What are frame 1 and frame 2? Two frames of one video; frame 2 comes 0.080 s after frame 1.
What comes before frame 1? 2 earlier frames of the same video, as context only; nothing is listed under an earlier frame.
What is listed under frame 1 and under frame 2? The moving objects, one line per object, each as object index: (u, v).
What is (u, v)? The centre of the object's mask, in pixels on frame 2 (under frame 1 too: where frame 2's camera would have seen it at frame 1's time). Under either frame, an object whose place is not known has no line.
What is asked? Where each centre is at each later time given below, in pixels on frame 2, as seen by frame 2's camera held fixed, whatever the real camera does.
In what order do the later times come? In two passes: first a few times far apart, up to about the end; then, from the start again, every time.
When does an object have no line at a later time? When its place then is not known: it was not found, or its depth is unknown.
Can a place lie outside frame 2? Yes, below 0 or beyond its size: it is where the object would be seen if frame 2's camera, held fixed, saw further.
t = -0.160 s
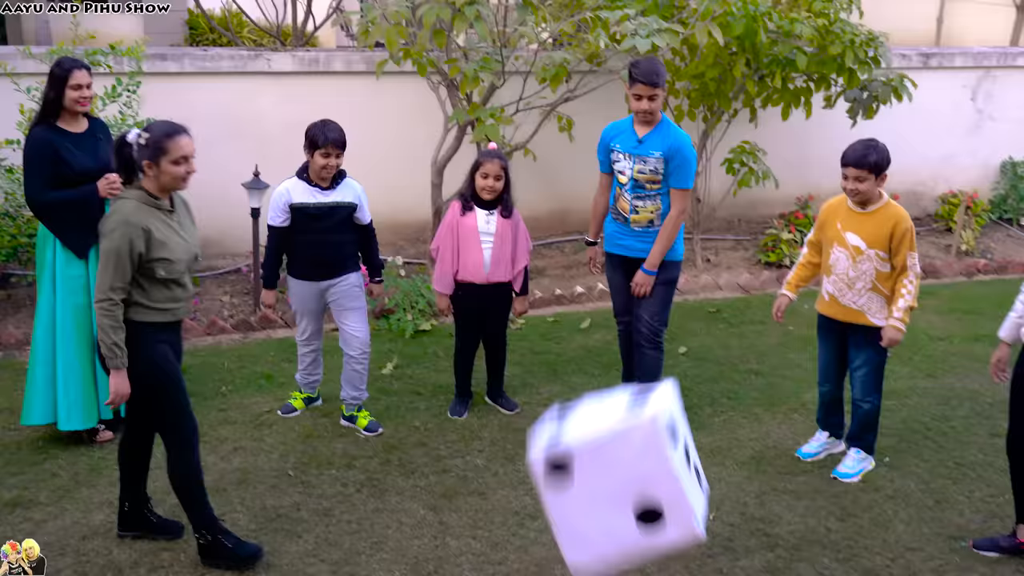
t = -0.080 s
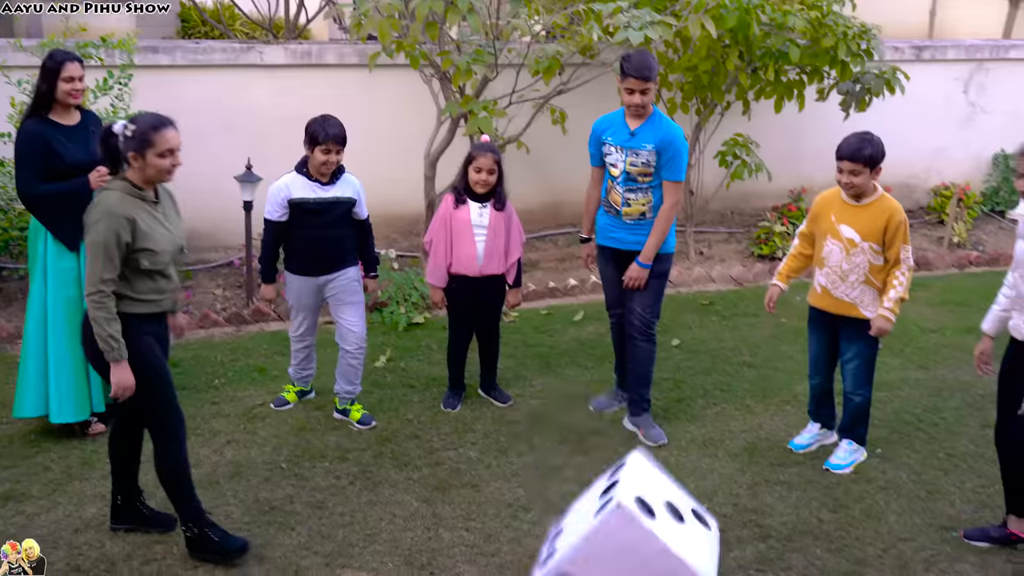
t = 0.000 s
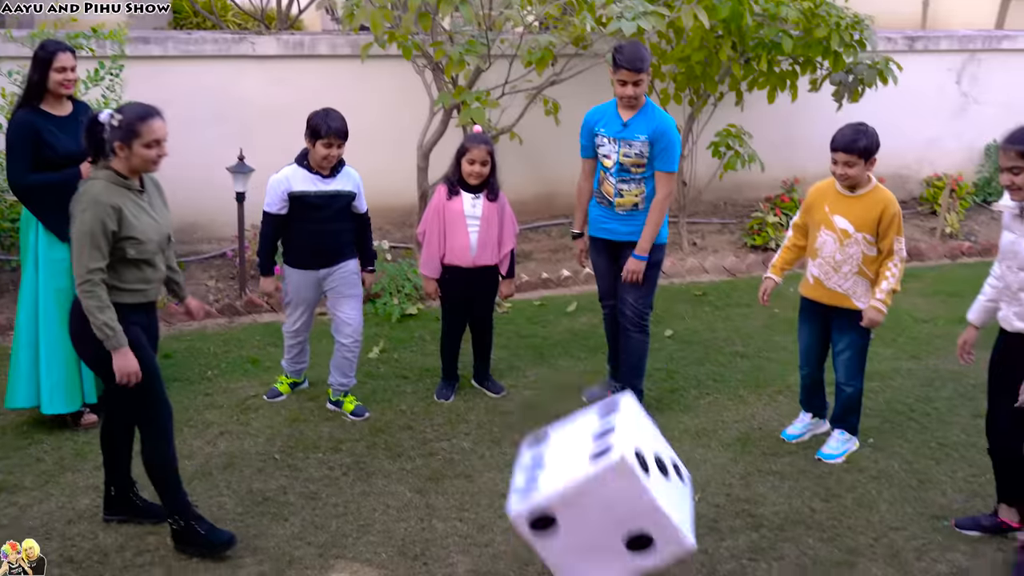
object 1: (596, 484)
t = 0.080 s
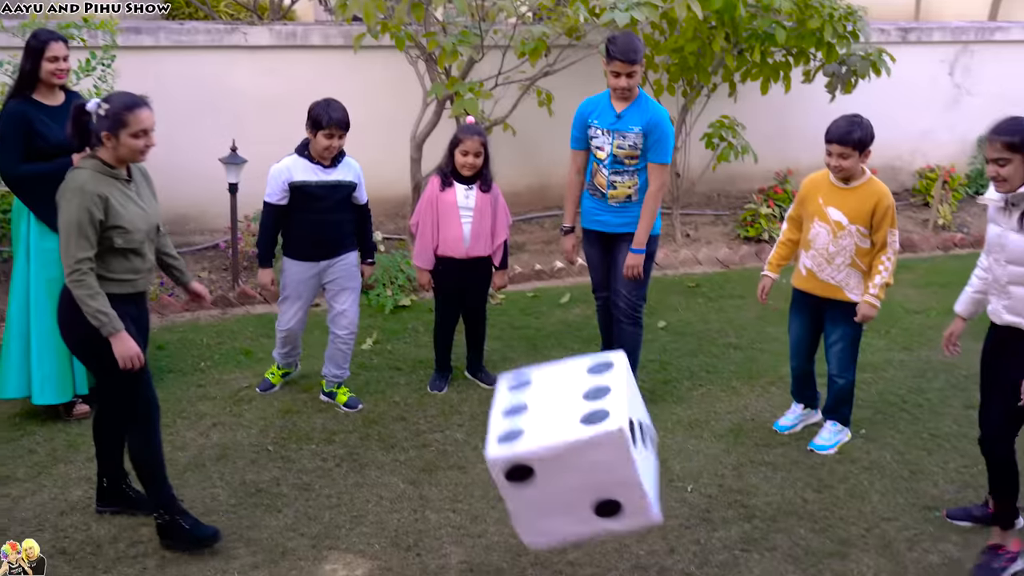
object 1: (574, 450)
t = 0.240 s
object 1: (531, 417)
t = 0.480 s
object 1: (458, 488)
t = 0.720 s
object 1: (393, 496)
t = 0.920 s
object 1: (343, 505)
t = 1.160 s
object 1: (270, 509)
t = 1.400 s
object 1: (223, 532)
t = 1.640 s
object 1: (173, 559)
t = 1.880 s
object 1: (164, 556)
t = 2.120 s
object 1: (170, 564)
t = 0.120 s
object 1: (562, 436)
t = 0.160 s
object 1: (550, 425)
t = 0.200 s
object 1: (541, 419)
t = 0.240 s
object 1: (531, 417)
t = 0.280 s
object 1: (520, 419)
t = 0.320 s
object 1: (508, 425)
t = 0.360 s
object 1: (496, 436)
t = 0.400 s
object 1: (484, 449)
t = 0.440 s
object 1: (471, 467)
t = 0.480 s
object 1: (458, 488)
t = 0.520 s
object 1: (445, 510)
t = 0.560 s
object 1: (431, 533)
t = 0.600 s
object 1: (422, 527)
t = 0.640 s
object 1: (413, 512)
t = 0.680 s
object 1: (402, 502)
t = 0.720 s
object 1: (393, 496)
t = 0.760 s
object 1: (382, 496)
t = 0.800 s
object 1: (374, 496)
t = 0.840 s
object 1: (365, 500)
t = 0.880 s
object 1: (356, 506)
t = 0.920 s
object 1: (343, 505)
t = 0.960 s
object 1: (329, 505)
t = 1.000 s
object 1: (316, 508)
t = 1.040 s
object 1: (303, 514)
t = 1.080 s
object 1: (290, 515)
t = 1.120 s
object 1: (278, 513)
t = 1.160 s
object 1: (270, 509)
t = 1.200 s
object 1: (262, 509)
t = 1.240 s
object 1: (252, 511)
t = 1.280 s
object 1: (243, 515)
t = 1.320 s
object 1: (235, 521)
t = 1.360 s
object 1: (229, 527)
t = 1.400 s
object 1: (223, 532)
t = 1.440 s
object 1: (216, 536)
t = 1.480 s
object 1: (208, 540)
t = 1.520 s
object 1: (200, 545)
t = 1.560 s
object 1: (192, 549)
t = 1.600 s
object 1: (183, 554)
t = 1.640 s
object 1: (173, 559)
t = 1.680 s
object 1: (166, 559)
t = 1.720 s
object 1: (162, 557)
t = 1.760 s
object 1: (160, 555)
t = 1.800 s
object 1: (160, 554)
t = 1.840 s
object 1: (161, 555)
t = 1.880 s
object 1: (164, 556)
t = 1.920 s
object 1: (168, 559)
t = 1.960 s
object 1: (172, 562)
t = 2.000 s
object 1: (173, 561)
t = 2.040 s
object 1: (173, 562)
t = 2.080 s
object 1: (171, 563)
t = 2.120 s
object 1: (170, 564)
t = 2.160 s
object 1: (169, 564)
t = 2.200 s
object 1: (169, 565)
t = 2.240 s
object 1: (169, 565)
